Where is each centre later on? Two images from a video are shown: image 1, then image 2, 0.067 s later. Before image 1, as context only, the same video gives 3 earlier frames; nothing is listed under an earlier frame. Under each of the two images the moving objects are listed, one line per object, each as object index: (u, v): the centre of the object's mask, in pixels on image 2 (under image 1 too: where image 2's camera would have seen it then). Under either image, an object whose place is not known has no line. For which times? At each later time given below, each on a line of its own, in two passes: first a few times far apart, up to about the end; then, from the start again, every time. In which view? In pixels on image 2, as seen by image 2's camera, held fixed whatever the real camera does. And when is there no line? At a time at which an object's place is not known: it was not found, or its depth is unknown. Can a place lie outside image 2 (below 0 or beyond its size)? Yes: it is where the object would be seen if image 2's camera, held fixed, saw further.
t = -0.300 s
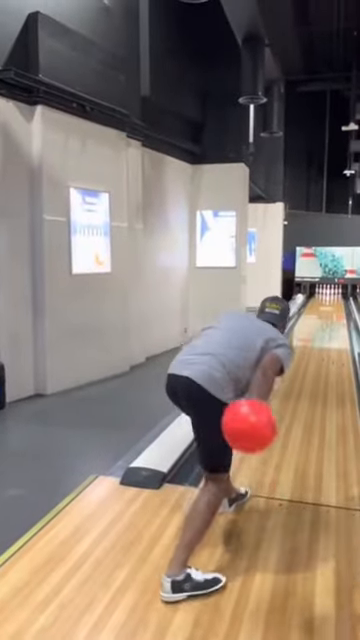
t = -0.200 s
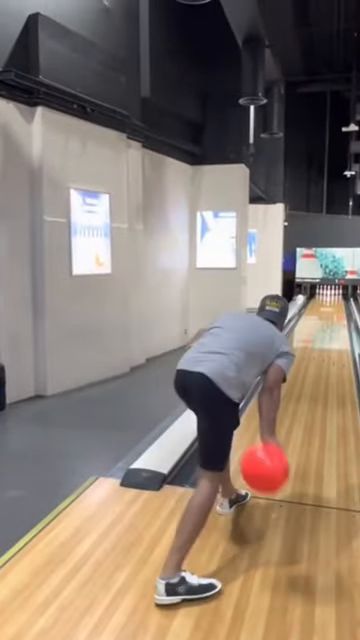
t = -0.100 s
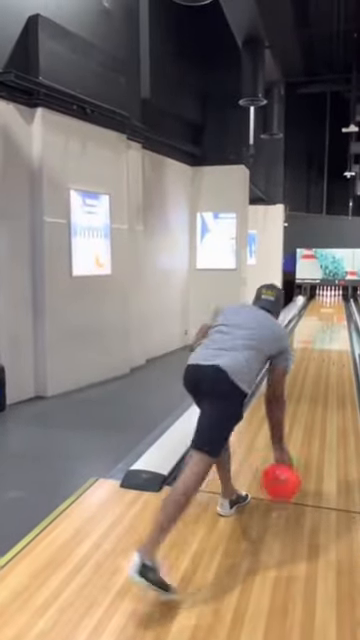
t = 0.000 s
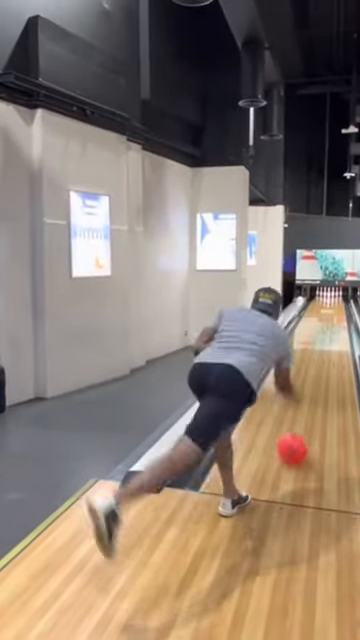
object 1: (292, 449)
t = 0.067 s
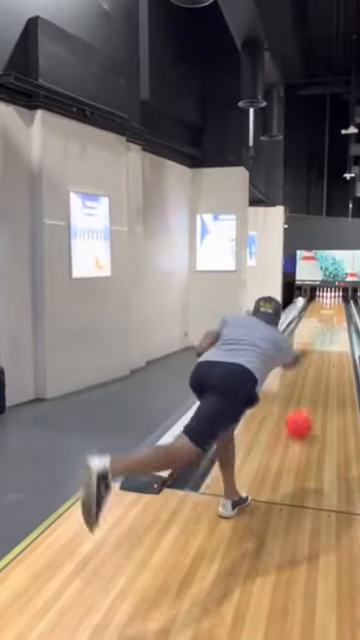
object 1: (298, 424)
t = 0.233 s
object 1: (308, 387)
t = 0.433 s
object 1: (314, 358)
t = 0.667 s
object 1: (320, 338)
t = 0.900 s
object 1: (324, 327)
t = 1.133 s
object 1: (323, 317)
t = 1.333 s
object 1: (324, 312)
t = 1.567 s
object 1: (323, 307)
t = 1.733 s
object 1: (320, 303)
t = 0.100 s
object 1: (301, 414)
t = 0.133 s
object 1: (303, 406)
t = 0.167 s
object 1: (304, 399)
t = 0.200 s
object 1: (306, 393)
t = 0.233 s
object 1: (308, 387)
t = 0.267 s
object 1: (309, 380)
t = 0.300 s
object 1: (310, 375)
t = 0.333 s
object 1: (311, 370)
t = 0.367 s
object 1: (312, 366)
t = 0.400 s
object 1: (313, 362)
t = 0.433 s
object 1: (314, 358)
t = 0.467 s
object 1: (315, 355)
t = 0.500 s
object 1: (316, 351)
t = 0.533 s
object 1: (317, 348)
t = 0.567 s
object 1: (318, 345)
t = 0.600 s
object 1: (319, 342)
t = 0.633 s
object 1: (319, 340)
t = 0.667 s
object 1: (320, 338)
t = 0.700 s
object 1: (321, 336)
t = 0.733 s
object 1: (322, 334)
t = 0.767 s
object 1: (323, 333)
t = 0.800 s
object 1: (323, 331)
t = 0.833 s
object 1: (324, 330)
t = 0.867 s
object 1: (324, 329)
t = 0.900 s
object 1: (324, 327)
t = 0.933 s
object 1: (323, 324)
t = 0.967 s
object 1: (324, 323)
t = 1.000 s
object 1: (323, 320)
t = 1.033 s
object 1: (322, 319)
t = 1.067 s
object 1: (323, 318)
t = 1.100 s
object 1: (323, 318)
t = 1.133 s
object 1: (323, 317)
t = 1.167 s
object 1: (323, 316)
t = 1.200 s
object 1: (324, 315)
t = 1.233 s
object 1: (323, 315)
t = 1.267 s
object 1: (323, 314)
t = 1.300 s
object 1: (324, 313)
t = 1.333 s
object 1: (324, 312)
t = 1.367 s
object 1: (323, 309)
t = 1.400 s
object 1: (323, 308)
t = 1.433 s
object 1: (323, 309)
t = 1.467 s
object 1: (322, 309)
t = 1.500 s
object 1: (322, 308)
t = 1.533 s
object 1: (322, 308)
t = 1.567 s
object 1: (323, 307)
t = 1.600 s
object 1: (322, 307)
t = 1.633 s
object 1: (321, 307)
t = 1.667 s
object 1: (319, 307)
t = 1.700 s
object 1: (320, 306)
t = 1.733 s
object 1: (320, 303)
